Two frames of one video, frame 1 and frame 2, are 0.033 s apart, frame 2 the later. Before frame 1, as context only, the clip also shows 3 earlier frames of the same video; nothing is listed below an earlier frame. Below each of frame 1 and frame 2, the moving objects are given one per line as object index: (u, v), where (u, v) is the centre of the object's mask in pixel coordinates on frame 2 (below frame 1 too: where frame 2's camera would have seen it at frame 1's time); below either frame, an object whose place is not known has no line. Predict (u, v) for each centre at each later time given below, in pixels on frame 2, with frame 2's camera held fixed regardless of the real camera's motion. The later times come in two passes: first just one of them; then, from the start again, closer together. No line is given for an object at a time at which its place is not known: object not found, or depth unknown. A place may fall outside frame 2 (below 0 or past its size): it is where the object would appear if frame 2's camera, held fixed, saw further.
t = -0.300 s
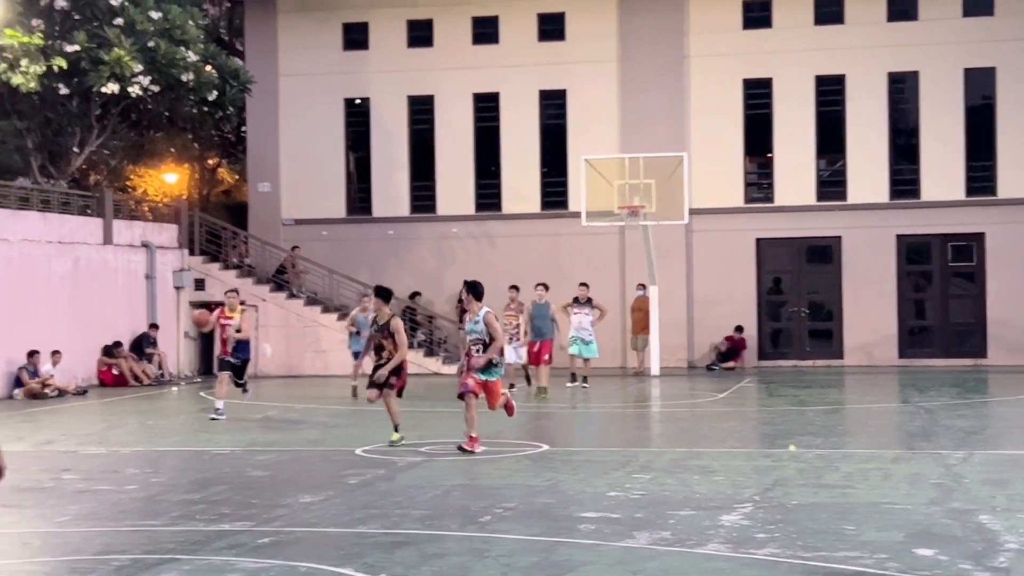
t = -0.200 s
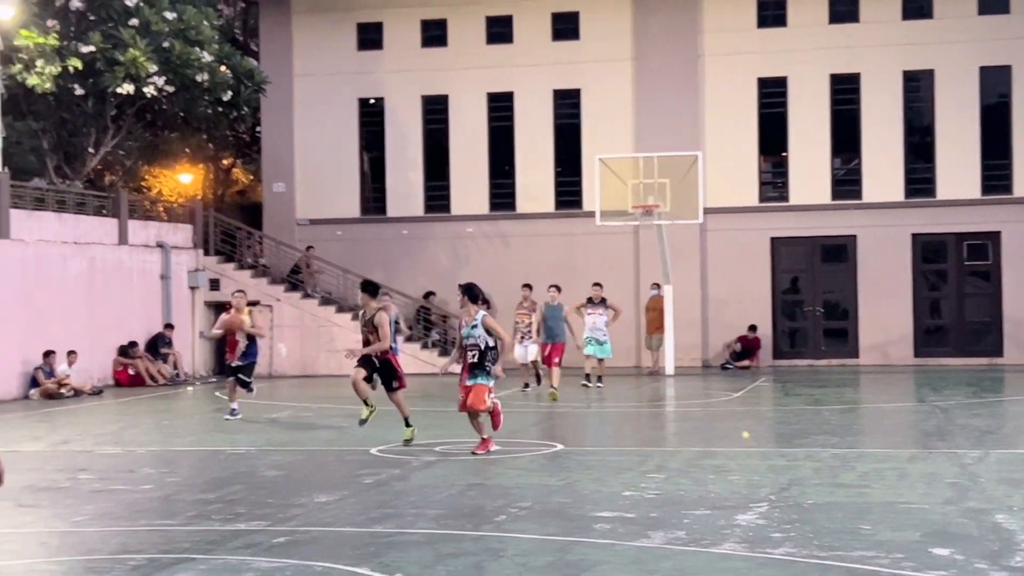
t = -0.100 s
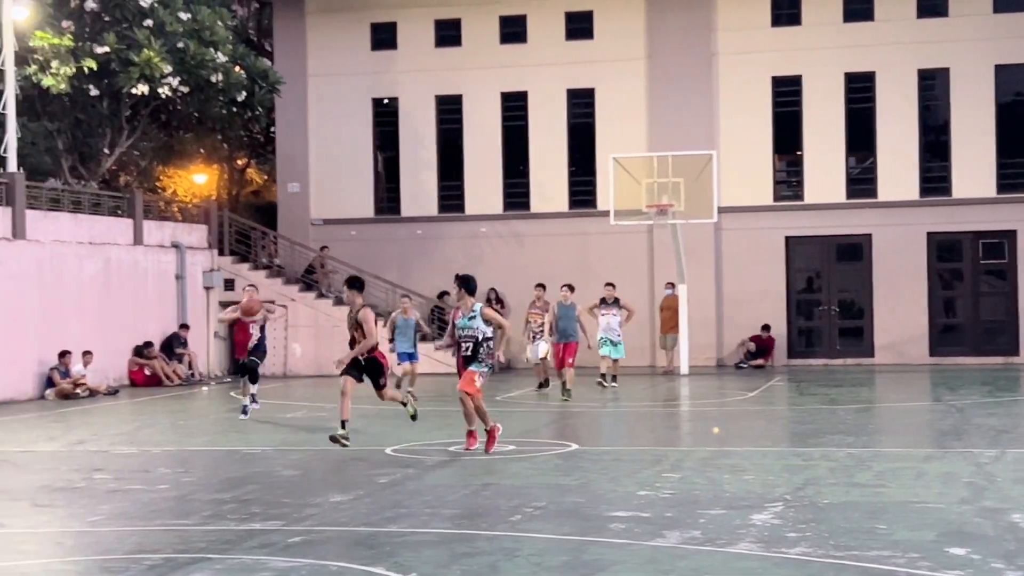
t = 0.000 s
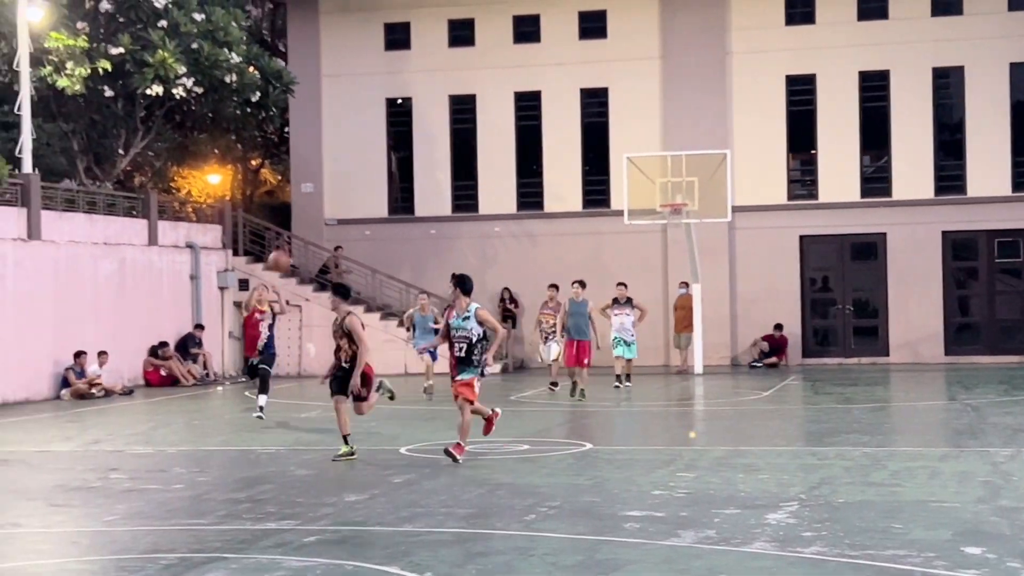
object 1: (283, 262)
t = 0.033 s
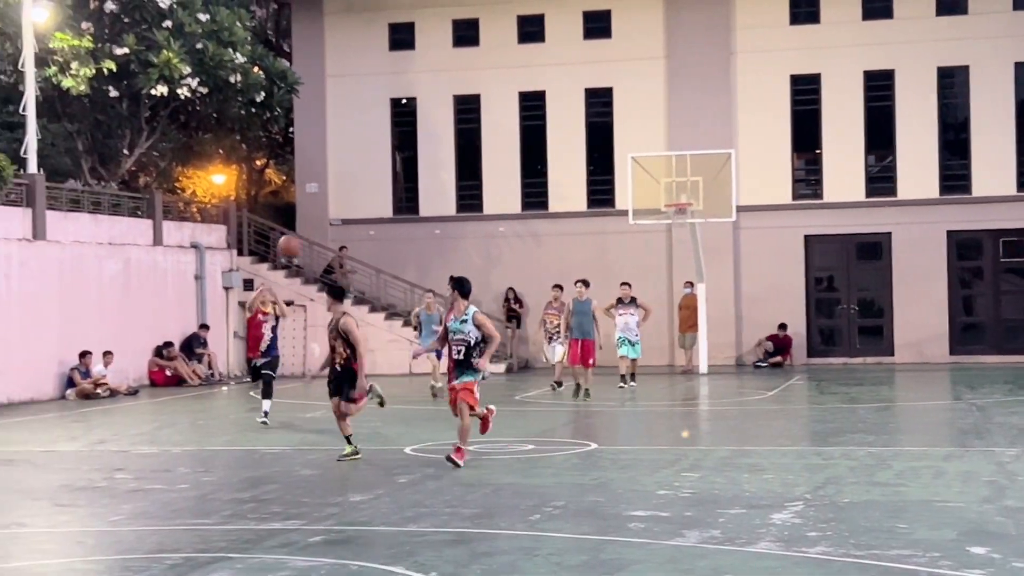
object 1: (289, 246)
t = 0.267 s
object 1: (339, 146)
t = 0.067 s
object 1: (295, 231)
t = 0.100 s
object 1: (300, 216)
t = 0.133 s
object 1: (309, 201)
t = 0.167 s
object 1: (315, 188)
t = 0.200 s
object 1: (324, 173)
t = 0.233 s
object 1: (331, 160)
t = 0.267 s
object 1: (339, 146)
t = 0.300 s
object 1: (348, 134)
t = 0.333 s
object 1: (354, 122)
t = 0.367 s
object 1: (363, 111)
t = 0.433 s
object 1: (384, 93)
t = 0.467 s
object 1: (395, 84)
